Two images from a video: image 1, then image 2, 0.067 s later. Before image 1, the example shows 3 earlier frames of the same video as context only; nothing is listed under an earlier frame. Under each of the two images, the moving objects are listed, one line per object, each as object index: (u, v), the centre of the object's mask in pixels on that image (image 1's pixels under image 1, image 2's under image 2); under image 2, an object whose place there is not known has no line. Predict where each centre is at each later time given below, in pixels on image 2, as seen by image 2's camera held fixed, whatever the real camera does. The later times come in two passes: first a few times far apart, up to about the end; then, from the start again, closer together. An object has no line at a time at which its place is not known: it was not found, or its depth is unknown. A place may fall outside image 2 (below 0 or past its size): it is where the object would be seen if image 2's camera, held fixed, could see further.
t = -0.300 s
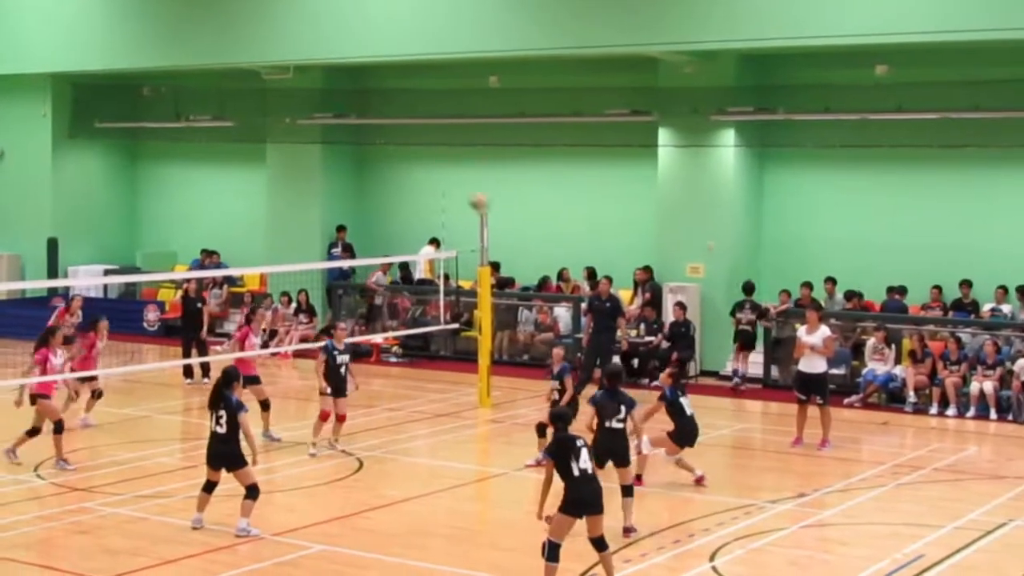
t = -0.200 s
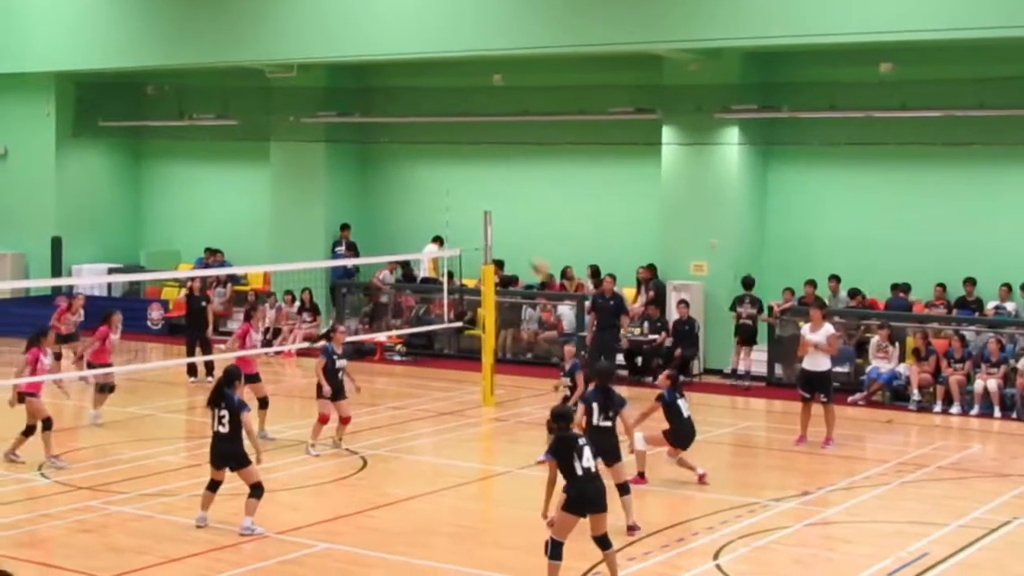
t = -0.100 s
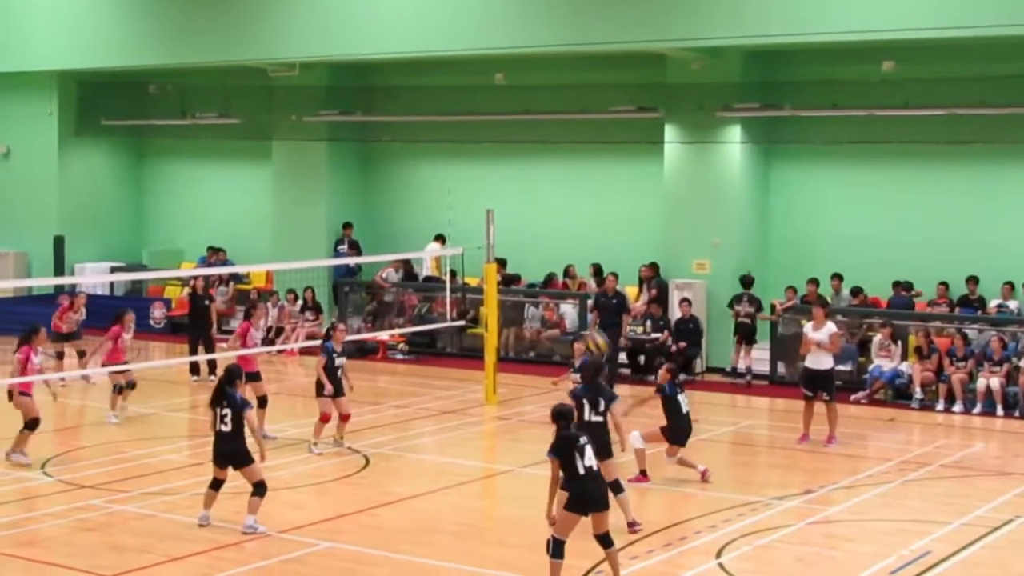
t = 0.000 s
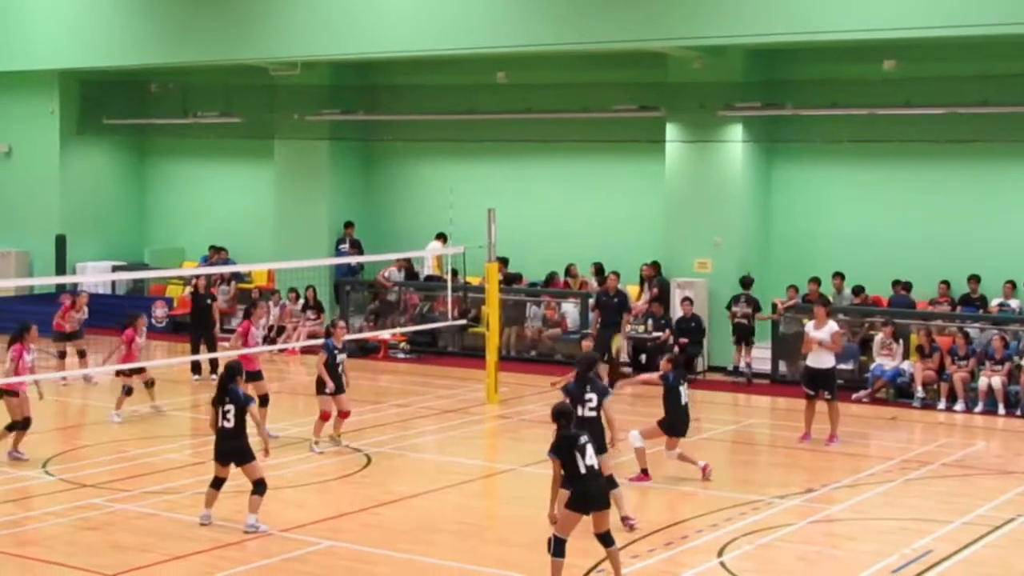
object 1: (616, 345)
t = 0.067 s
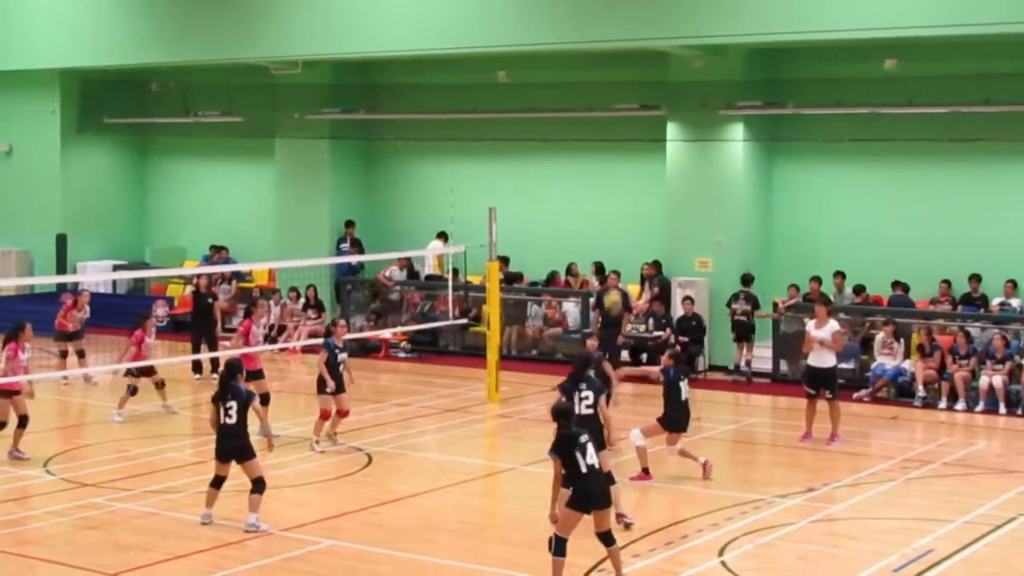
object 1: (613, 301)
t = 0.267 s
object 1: (587, 187)
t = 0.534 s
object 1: (549, 98)
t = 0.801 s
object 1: (510, 75)
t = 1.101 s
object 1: (469, 133)
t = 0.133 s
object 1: (605, 258)
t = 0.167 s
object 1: (601, 239)
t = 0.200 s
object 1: (596, 220)
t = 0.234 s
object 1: (592, 203)
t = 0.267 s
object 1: (587, 187)
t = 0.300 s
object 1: (582, 172)
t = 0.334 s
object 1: (578, 158)
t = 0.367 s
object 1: (573, 145)
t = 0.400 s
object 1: (568, 134)
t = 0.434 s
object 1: (563, 124)
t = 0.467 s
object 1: (558, 115)
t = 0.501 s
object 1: (553, 106)
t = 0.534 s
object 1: (549, 98)
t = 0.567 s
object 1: (544, 92)
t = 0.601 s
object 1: (540, 87)
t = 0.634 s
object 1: (535, 83)
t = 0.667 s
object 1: (530, 79)
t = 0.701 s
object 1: (525, 76)
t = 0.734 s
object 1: (520, 75)
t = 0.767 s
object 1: (514, 75)
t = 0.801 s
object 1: (510, 75)
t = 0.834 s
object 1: (505, 78)
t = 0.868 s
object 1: (501, 80)
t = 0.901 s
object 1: (496, 83)
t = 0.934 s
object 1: (492, 89)
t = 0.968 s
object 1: (487, 96)
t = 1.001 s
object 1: (482, 102)
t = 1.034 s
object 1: (478, 112)
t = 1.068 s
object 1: (473, 122)
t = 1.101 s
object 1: (469, 133)
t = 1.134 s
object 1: (463, 145)
